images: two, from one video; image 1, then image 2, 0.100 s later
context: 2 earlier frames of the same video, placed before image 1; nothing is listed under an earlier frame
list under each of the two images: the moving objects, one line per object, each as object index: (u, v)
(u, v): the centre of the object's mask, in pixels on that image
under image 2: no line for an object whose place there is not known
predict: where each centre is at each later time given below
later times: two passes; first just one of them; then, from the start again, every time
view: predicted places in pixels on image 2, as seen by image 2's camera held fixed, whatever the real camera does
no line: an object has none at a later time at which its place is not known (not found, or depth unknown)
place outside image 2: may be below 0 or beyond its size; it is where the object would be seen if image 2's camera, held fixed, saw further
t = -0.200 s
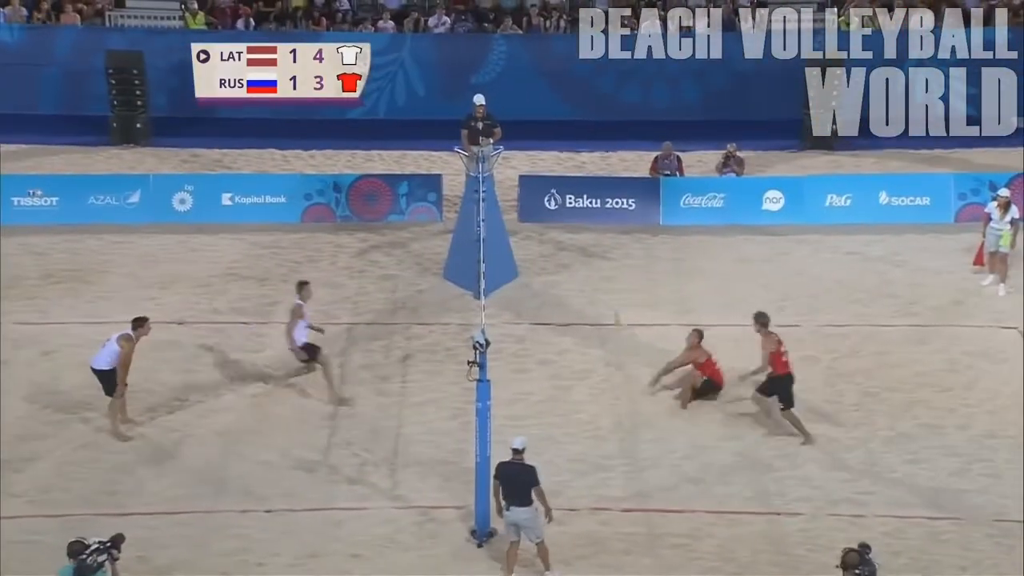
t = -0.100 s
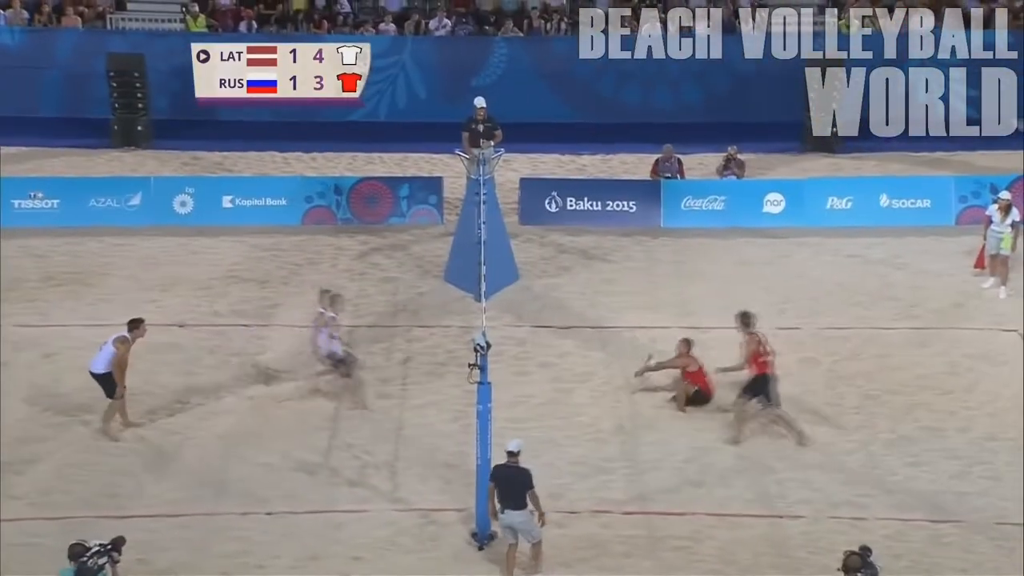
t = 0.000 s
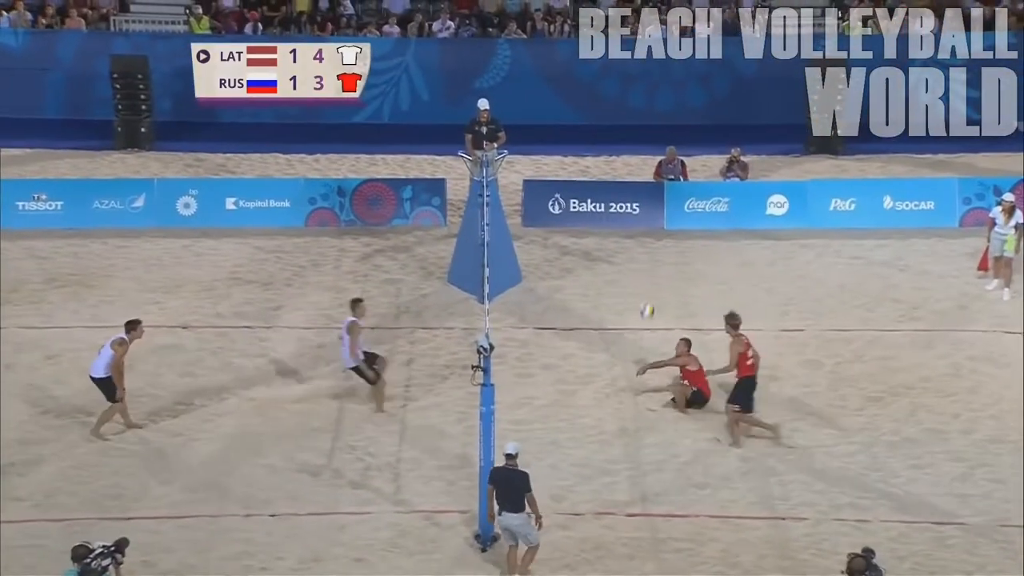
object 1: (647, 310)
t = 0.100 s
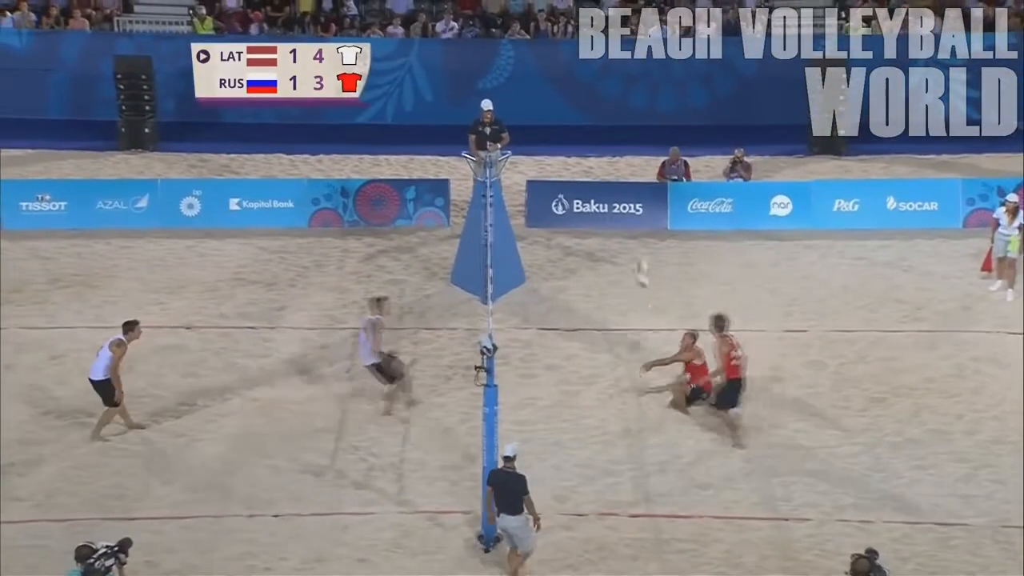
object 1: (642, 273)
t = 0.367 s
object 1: (625, 205)
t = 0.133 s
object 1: (641, 266)
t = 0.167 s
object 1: (638, 253)
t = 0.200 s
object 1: (635, 242)
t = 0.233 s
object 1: (633, 230)
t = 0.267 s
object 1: (631, 225)
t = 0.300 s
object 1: (628, 219)
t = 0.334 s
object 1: (628, 212)
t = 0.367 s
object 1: (625, 205)
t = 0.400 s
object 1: (621, 199)
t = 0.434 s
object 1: (619, 193)
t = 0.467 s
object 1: (617, 191)
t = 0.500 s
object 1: (615, 189)
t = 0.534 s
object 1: (613, 187)
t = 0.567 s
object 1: (611, 185)
